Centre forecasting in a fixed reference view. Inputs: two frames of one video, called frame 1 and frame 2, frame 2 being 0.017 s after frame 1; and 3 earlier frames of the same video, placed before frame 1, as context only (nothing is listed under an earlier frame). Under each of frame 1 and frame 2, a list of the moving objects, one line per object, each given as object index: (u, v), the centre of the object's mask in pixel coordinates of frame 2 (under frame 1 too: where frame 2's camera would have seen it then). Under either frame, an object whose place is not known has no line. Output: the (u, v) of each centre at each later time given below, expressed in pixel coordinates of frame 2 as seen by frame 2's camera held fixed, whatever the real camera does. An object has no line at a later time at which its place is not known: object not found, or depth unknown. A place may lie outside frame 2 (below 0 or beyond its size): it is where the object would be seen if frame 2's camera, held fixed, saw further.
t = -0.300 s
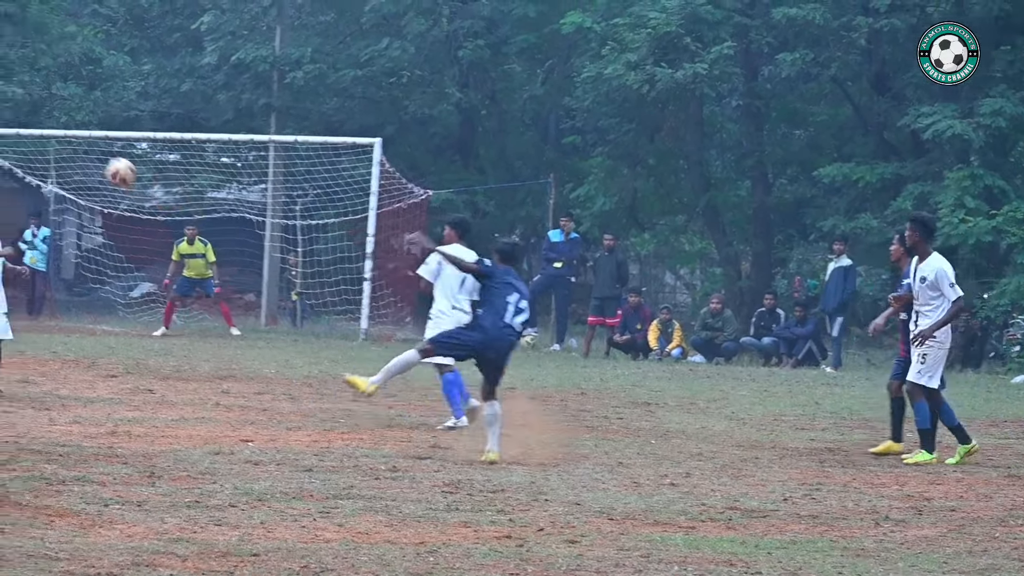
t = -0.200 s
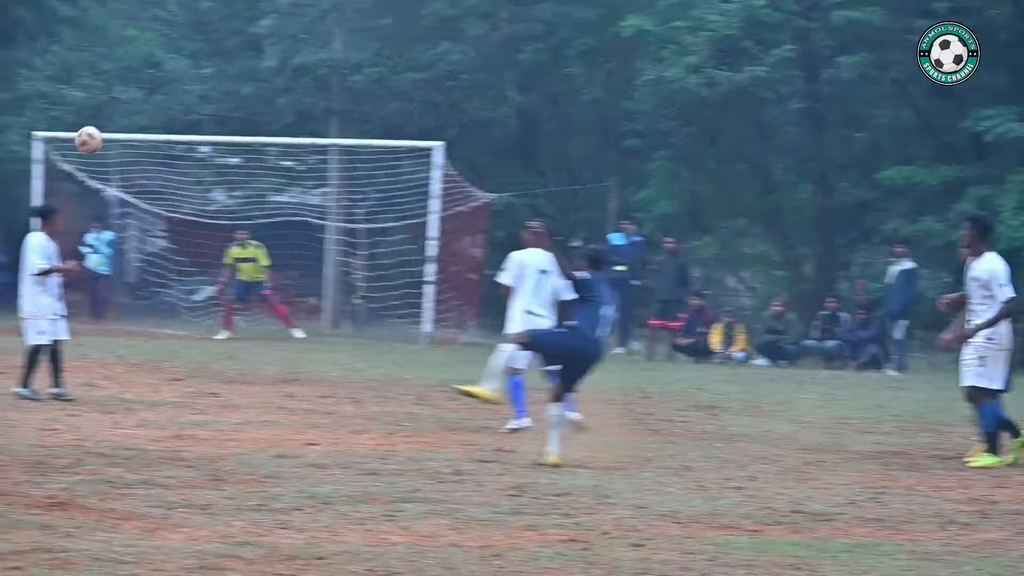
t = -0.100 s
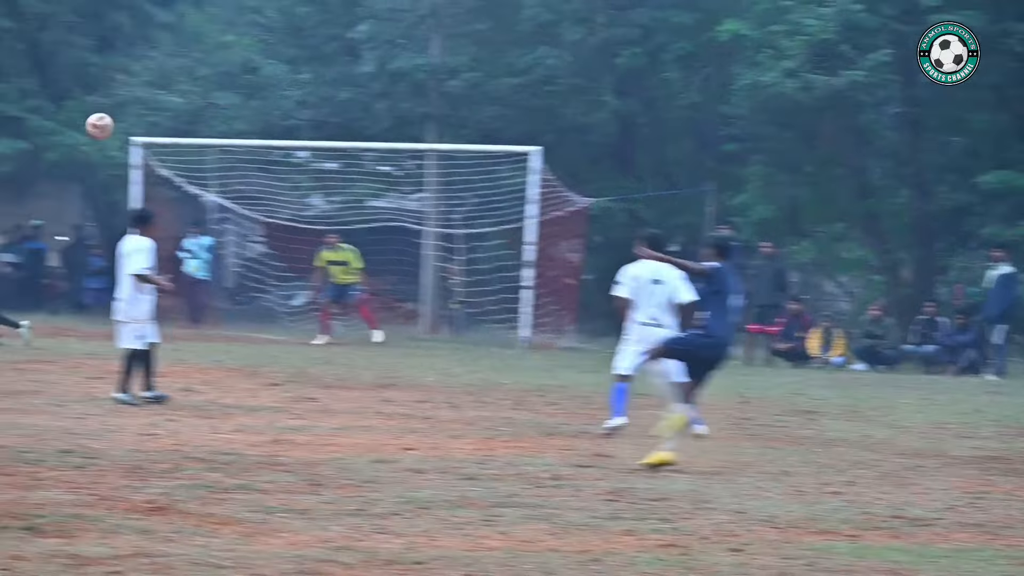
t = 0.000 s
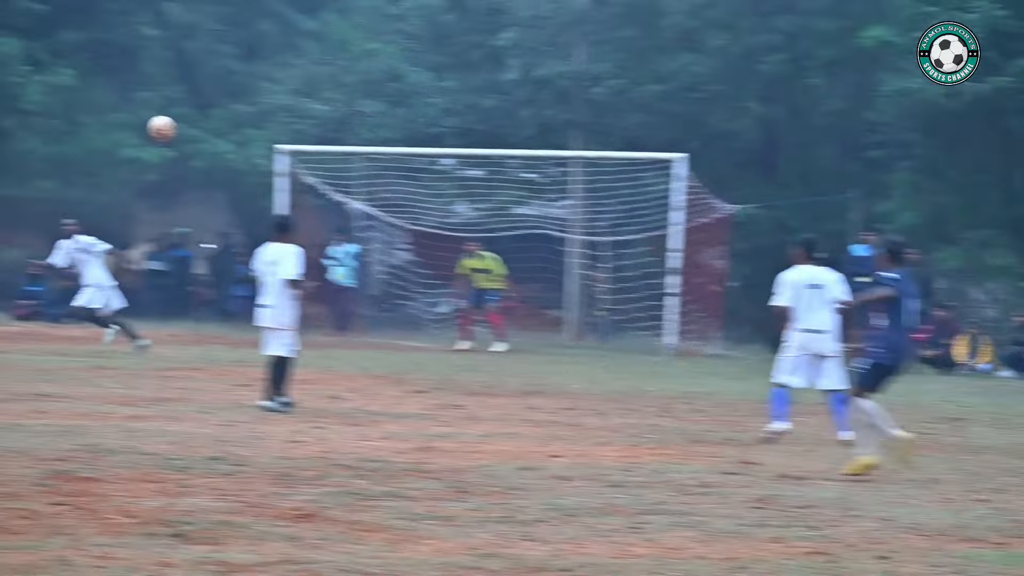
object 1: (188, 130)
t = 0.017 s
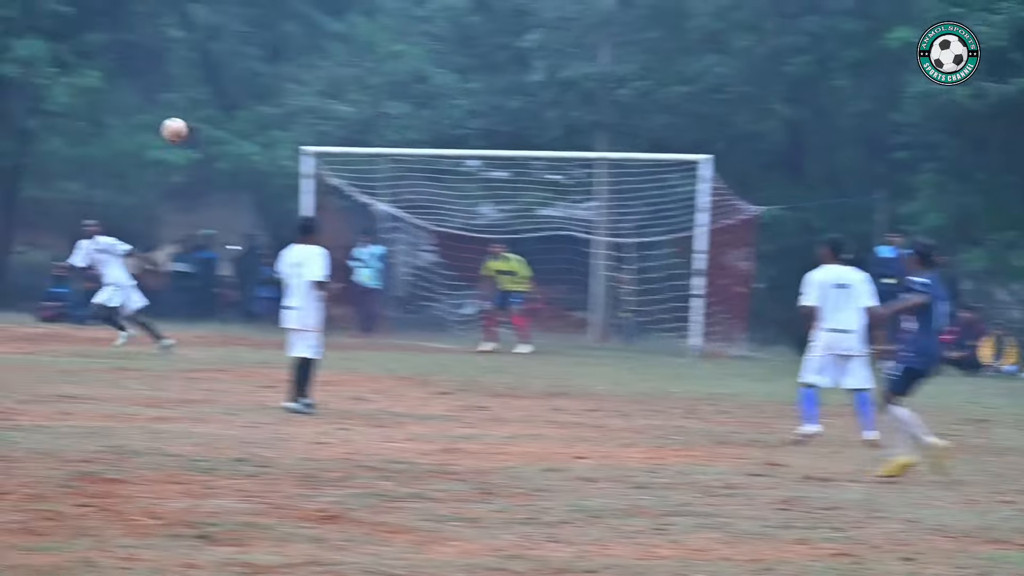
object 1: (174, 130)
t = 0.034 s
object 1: (160, 130)
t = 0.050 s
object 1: (147, 131)
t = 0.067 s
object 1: (133, 132)
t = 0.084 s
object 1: (119, 133)
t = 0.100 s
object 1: (105, 135)
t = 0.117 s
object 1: (93, 137)
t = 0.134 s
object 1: (80, 139)
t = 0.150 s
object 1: (69, 142)
